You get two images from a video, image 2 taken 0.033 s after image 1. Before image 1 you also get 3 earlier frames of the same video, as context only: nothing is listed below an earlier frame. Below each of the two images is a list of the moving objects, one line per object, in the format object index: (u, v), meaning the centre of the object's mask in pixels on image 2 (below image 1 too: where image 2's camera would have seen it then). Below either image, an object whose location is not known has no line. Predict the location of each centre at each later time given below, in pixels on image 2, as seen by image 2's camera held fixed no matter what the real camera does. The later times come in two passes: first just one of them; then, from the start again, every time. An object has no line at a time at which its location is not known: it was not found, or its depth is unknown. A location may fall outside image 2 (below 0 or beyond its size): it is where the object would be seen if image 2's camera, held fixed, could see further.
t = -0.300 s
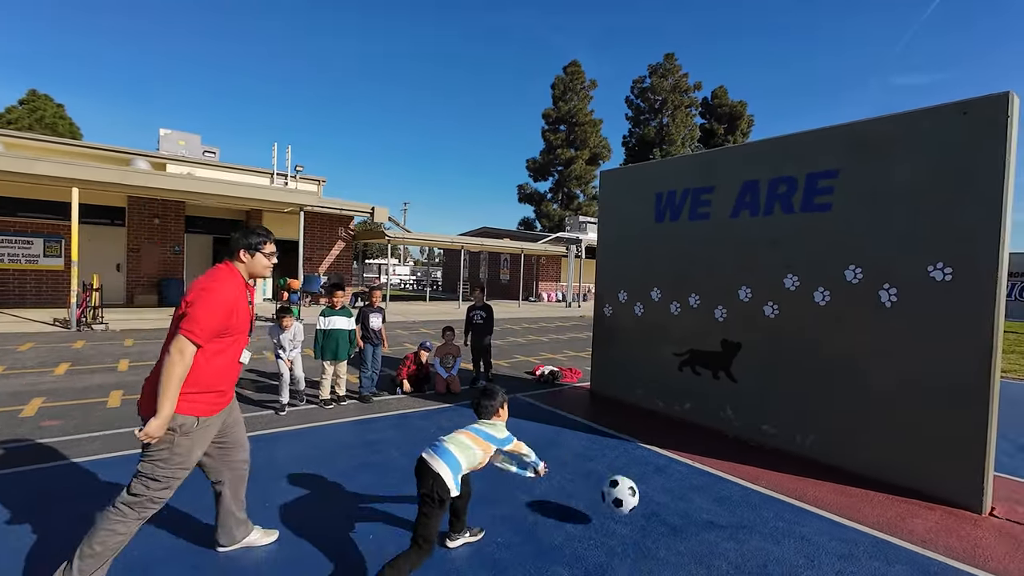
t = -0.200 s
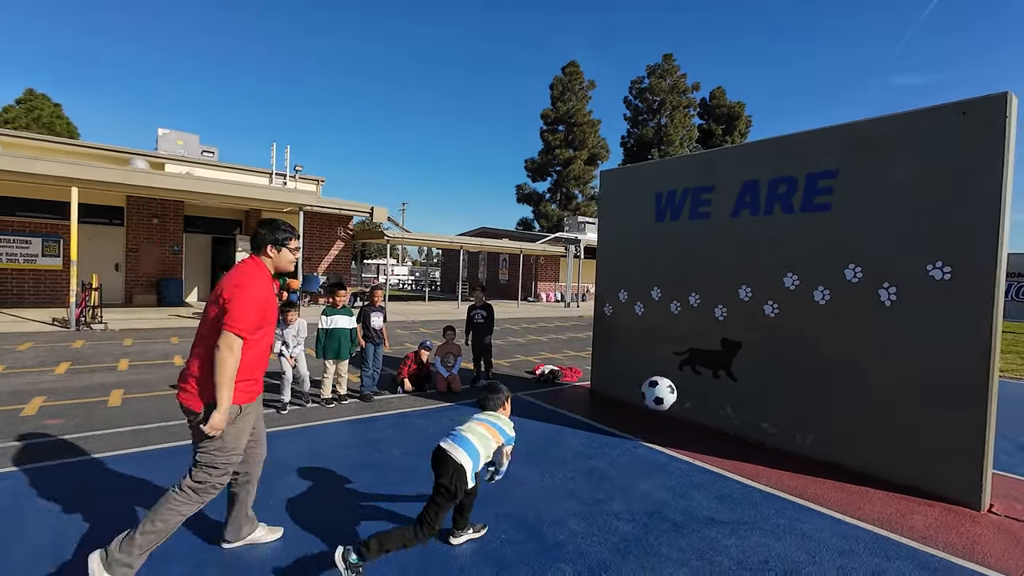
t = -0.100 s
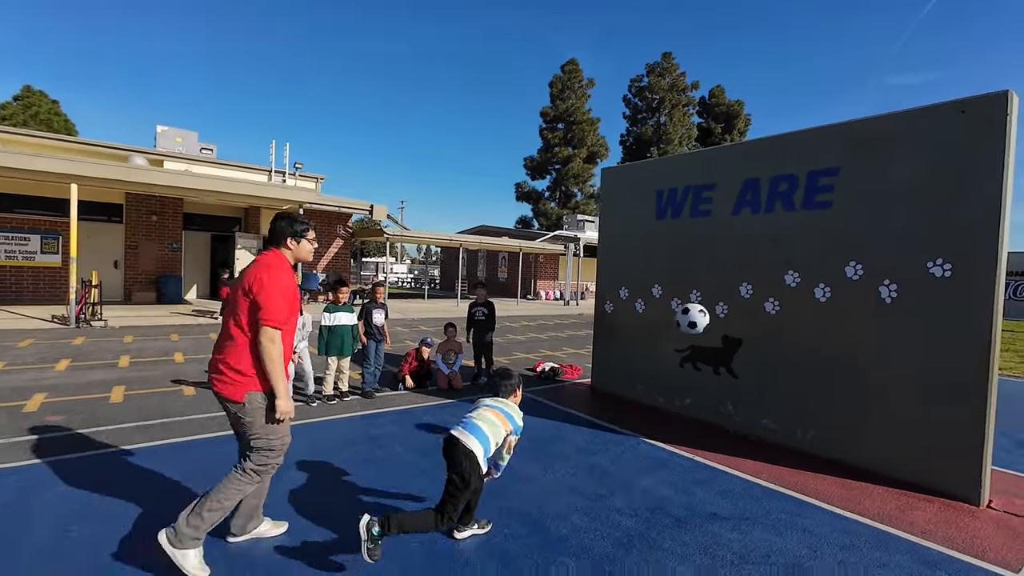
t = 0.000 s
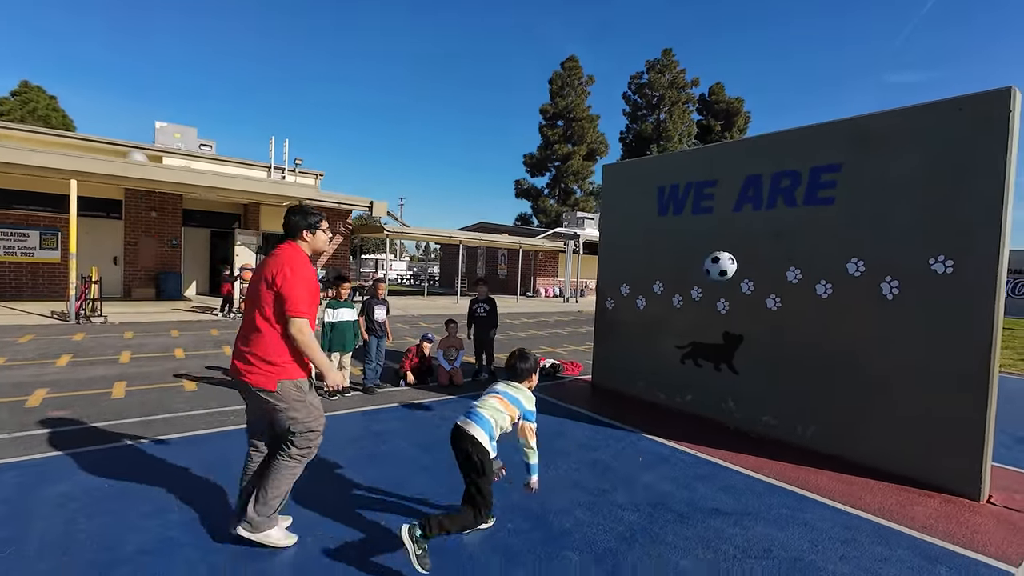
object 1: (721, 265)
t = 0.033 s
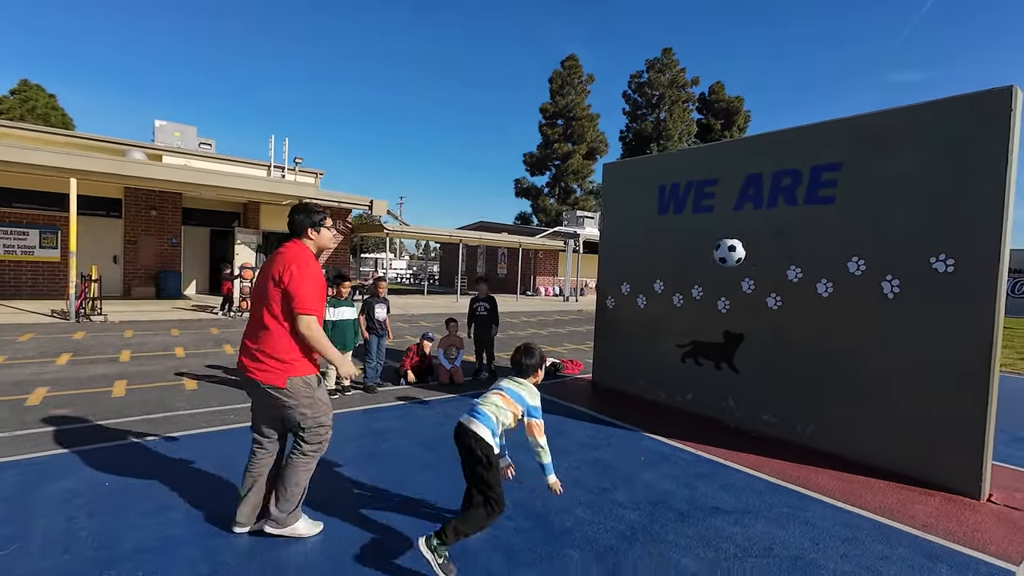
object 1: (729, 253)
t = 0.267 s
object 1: (773, 216)
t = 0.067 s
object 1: (737, 242)
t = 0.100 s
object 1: (744, 234)
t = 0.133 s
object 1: (750, 228)
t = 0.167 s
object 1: (757, 223)
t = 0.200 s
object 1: (762, 219)
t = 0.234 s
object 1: (768, 218)
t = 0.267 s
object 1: (773, 216)
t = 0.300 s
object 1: (778, 218)
